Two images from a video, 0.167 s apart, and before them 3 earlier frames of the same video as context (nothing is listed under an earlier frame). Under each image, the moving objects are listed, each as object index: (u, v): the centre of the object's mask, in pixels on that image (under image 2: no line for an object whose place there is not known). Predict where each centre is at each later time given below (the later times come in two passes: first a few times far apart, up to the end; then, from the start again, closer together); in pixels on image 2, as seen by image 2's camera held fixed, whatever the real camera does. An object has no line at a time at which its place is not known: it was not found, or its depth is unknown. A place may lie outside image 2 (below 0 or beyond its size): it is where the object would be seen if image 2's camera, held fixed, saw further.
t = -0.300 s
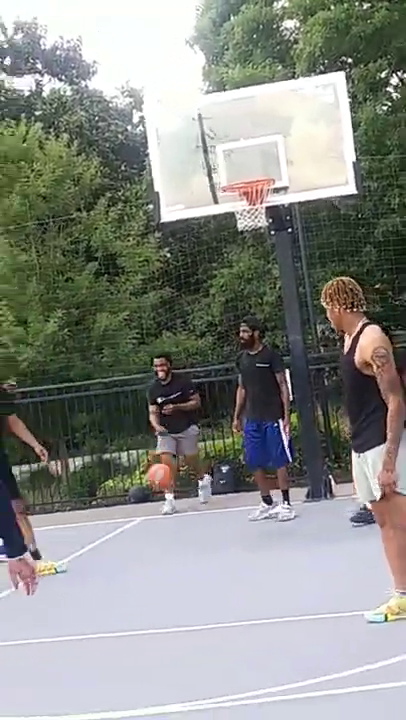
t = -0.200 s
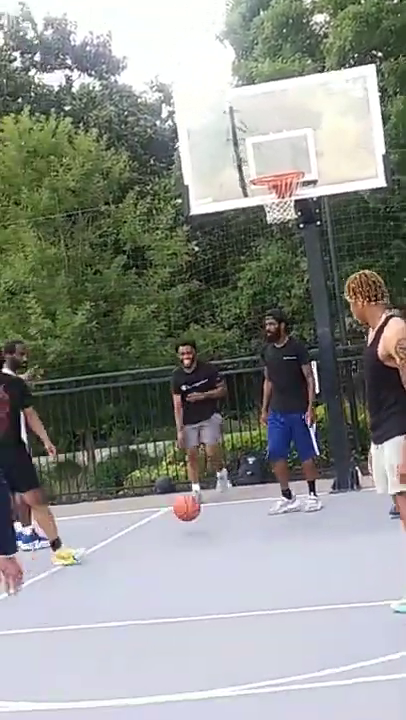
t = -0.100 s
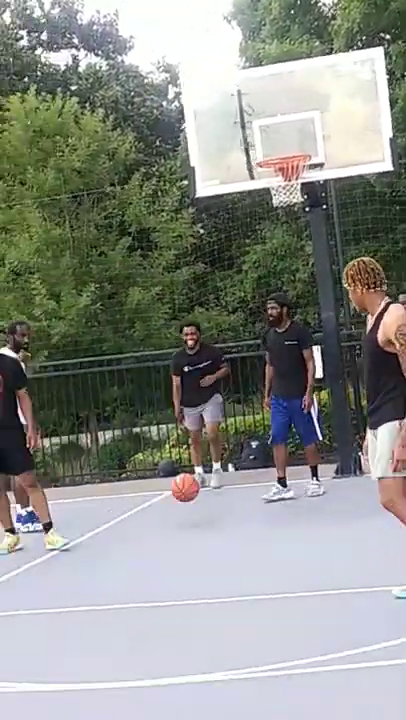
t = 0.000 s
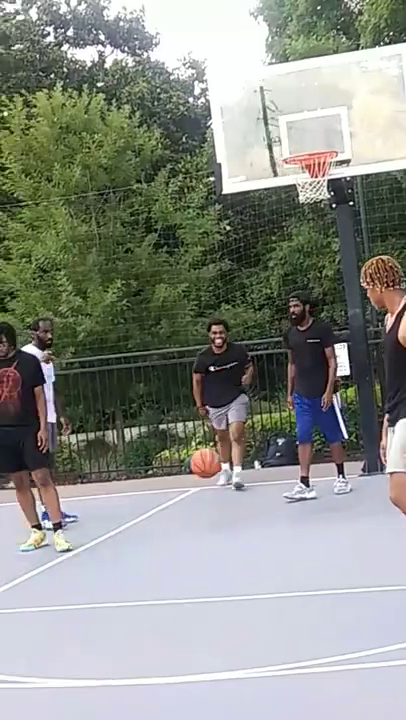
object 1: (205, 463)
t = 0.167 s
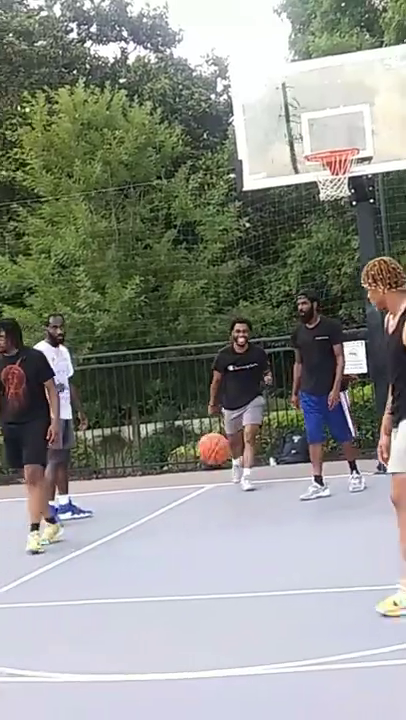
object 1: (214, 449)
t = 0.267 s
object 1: (210, 458)
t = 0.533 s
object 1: (204, 543)
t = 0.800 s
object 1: (182, 506)
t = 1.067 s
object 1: (165, 589)
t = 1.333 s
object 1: (134, 582)
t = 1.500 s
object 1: (114, 621)
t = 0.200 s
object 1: (212, 451)
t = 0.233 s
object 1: (211, 454)
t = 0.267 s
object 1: (210, 458)
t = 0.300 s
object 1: (209, 465)
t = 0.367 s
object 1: (207, 483)
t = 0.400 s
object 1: (207, 495)
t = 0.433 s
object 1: (206, 508)
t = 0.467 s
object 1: (206, 524)
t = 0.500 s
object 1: (205, 541)
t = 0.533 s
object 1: (204, 543)
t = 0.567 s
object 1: (201, 533)
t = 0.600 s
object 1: (198, 524)
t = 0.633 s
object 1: (196, 517)
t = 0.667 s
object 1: (192, 512)
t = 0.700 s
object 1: (189, 508)
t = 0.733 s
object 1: (187, 505)
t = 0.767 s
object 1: (185, 505)
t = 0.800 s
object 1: (182, 506)
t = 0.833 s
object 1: (179, 509)
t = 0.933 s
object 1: (172, 531)
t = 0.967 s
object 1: (170, 541)
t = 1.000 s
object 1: (169, 555)
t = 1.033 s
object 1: (167, 571)
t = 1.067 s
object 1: (165, 589)
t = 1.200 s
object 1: (152, 597)
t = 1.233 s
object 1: (148, 590)
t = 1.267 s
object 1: (143, 585)
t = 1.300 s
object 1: (139, 583)
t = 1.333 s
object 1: (134, 582)
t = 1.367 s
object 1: (130, 585)
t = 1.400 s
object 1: (127, 590)
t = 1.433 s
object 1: (122, 596)
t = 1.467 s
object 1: (119, 608)
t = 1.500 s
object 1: (114, 621)
